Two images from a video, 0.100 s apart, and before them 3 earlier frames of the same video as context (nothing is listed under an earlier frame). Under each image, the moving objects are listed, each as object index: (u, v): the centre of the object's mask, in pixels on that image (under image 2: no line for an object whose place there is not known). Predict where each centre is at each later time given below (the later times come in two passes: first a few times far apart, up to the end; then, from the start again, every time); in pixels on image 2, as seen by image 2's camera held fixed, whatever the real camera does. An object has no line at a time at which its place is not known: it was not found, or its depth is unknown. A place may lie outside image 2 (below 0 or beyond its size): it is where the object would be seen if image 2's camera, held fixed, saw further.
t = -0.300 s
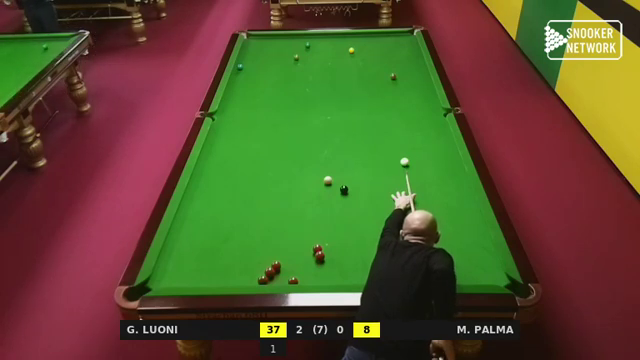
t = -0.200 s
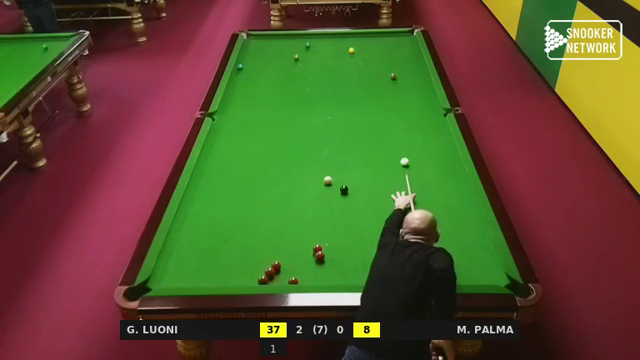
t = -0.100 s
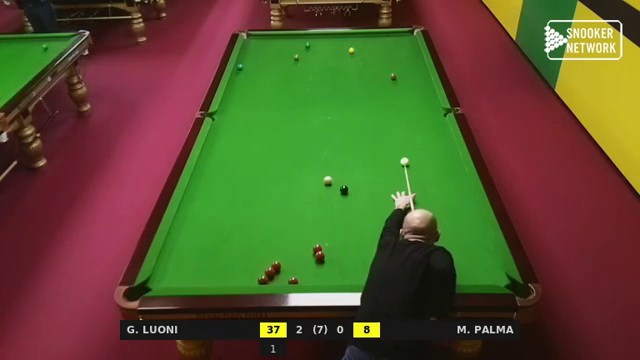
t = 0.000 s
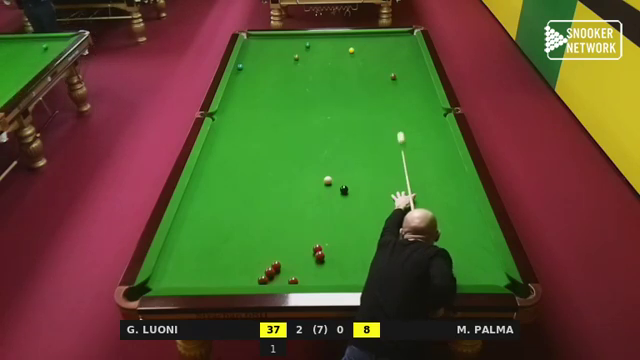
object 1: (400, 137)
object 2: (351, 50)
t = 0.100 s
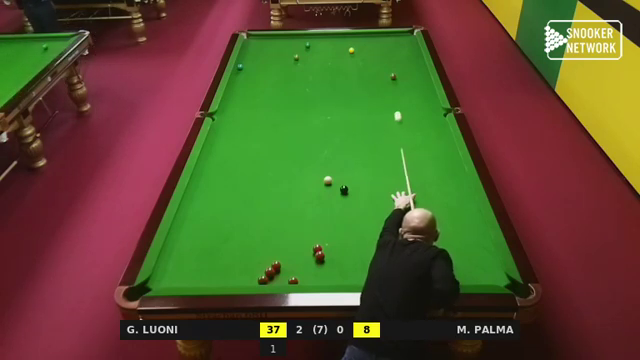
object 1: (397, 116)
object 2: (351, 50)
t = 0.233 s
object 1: (394, 93)
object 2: (351, 50)
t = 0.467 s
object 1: (387, 77)
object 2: (351, 50)
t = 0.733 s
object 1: (376, 70)
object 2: (351, 50)
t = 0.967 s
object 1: (369, 65)
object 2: (351, 50)
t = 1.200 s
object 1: (361, 60)
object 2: (351, 50)
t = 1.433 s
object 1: (355, 55)
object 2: (351, 50)
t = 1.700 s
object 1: (349, 52)
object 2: (351, 48)
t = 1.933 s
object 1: (344, 51)
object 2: (350, 46)
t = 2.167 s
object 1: (340, 51)
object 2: (350, 44)
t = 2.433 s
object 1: (336, 50)
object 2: (350, 42)
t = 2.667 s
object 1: (333, 50)
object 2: (350, 40)
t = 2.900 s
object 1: (330, 49)
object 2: (350, 39)
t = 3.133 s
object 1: (328, 49)
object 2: (349, 38)
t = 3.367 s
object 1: (328, 49)
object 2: (349, 37)
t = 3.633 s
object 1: (327, 49)
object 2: (349, 36)
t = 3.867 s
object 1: (327, 49)
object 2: (349, 36)
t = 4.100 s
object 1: (327, 49)
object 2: (349, 36)
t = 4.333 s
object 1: (327, 49)
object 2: (349, 36)
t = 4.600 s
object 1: (327, 49)
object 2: (349, 36)
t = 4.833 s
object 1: (327, 49)
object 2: (349, 36)
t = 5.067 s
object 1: (327, 49)
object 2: (349, 36)
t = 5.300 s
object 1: (327, 49)
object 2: (349, 36)
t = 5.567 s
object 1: (327, 49)
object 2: (349, 36)
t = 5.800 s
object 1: (327, 49)
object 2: (349, 36)
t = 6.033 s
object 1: (327, 49)
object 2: (349, 36)
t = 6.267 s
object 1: (327, 49)
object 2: (349, 36)
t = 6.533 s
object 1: (327, 49)
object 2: (349, 36)
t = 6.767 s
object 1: (327, 49)
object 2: (349, 36)
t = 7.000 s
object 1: (327, 49)
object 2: (349, 36)
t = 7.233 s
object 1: (327, 49)
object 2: (349, 36)
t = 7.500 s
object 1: (327, 49)
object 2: (349, 36)
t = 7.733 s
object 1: (327, 49)
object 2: (349, 36)
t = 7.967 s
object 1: (327, 49)
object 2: (349, 36)
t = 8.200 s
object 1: (327, 49)
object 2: (348, 36)
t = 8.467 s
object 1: (327, 49)
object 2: (349, 35)
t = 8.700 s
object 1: (327, 49)
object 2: (349, 35)
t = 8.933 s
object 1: (327, 49)
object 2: (349, 35)
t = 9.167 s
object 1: (327, 49)
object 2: (349, 35)
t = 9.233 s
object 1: (327, 49)
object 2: (349, 35)
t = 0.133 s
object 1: (397, 110)
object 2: (351, 50)
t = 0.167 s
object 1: (396, 104)
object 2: (351, 50)
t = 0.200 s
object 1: (395, 99)
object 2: (351, 50)
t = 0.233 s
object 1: (394, 93)
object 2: (351, 50)
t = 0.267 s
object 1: (393, 89)
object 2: (351, 50)
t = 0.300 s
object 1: (393, 84)
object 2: (351, 50)
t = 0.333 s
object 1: (392, 80)
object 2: (351, 50)
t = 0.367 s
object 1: (391, 78)
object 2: (351, 50)
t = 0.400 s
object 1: (390, 78)
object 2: (351, 50)
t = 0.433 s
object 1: (388, 78)
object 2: (351, 50)
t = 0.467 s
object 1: (387, 77)
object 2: (351, 50)
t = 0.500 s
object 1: (385, 76)
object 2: (351, 50)
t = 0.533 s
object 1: (384, 76)
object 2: (351, 49)
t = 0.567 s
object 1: (382, 75)
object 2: (351, 50)
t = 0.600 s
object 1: (381, 74)
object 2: (351, 49)
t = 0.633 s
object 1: (380, 73)
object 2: (351, 50)
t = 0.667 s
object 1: (379, 72)
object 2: (351, 50)
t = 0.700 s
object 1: (377, 71)
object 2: (351, 50)
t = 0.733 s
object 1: (376, 70)
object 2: (351, 50)
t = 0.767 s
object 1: (375, 70)
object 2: (351, 50)
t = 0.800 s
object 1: (374, 69)
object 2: (351, 49)
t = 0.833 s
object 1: (373, 68)
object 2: (351, 49)
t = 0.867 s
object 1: (372, 67)
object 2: (351, 50)
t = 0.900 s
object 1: (371, 66)
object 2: (351, 50)
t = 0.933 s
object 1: (370, 65)
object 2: (351, 50)
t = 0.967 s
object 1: (369, 65)
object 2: (351, 50)
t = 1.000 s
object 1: (368, 64)
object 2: (351, 50)
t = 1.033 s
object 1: (367, 63)
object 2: (351, 49)
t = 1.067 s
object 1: (365, 63)
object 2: (351, 50)
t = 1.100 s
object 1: (364, 62)
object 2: (351, 50)
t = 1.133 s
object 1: (363, 61)
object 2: (351, 50)
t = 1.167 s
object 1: (363, 60)
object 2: (351, 50)
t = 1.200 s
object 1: (361, 60)
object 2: (351, 50)
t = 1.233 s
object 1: (360, 59)
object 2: (351, 50)
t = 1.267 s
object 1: (360, 58)
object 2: (351, 50)
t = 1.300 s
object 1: (359, 57)
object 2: (351, 50)
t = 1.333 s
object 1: (358, 57)
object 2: (351, 50)
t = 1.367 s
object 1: (357, 56)
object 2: (351, 50)
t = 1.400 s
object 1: (356, 55)
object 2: (351, 50)
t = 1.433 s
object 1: (355, 55)
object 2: (351, 50)
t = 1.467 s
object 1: (354, 54)
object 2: (351, 49)
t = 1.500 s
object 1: (354, 54)
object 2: (351, 49)
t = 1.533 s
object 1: (353, 53)
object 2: (351, 49)
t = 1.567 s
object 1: (351, 51)
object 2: (351, 48)
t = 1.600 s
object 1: (351, 51)
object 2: (351, 47)
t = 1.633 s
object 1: (350, 51)
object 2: (351, 47)
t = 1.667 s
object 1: (350, 51)
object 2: (351, 47)
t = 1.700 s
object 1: (349, 52)
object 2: (351, 48)
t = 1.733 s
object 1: (348, 52)
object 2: (351, 47)
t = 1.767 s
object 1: (347, 51)
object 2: (351, 47)
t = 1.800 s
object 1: (346, 51)
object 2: (351, 47)
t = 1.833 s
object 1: (346, 51)
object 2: (351, 47)
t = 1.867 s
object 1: (345, 51)
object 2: (351, 46)
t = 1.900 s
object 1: (344, 51)
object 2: (350, 46)
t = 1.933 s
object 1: (344, 51)
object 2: (350, 46)
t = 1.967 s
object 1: (343, 51)
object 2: (350, 46)
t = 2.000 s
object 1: (342, 51)
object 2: (350, 45)
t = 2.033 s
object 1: (342, 51)
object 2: (351, 45)
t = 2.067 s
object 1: (341, 51)
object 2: (350, 45)
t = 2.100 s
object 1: (341, 51)
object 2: (350, 44)
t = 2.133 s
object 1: (340, 51)
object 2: (350, 44)
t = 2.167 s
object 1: (340, 51)
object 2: (350, 44)
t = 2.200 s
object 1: (339, 51)
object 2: (350, 44)
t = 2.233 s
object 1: (338, 50)
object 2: (350, 43)
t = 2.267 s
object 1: (338, 50)
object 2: (350, 43)
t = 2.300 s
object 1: (337, 50)
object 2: (350, 43)
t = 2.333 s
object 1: (337, 50)
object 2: (350, 43)
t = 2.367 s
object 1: (337, 50)
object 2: (350, 42)
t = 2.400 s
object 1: (336, 50)
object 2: (350, 42)
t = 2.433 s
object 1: (336, 50)
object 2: (350, 42)
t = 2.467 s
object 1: (335, 50)
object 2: (350, 42)
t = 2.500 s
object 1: (335, 50)
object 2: (350, 41)
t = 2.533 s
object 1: (334, 50)
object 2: (350, 41)
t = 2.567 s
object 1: (334, 50)
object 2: (350, 41)
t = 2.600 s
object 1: (333, 50)
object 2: (350, 41)
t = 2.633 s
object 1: (333, 50)
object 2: (350, 41)
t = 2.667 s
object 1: (333, 50)
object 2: (350, 40)
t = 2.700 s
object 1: (332, 50)
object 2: (350, 40)
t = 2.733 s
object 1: (332, 49)
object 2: (350, 40)
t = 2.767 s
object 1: (332, 50)
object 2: (350, 40)
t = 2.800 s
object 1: (331, 49)
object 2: (349, 40)
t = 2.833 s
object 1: (331, 49)
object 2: (350, 40)
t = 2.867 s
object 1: (331, 50)
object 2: (349, 39)
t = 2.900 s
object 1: (330, 49)
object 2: (350, 39)
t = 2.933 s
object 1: (330, 49)
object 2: (349, 39)
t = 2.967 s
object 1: (330, 49)
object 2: (349, 39)
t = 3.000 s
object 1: (329, 49)
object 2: (349, 39)
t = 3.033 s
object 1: (329, 49)
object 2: (349, 38)
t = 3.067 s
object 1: (329, 49)
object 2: (349, 38)
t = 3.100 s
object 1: (329, 49)
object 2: (349, 38)
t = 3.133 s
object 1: (328, 49)
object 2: (349, 38)
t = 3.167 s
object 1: (328, 49)
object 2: (349, 38)
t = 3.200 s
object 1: (328, 49)
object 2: (349, 38)
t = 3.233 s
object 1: (328, 49)
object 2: (349, 37)
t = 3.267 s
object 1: (328, 49)
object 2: (349, 37)
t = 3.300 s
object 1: (328, 49)
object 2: (349, 37)
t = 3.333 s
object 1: (328, 49)
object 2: (349, 37)
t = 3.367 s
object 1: (328, 49)
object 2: (349, 37)
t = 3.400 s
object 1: (328, 49)
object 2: (349, 37)
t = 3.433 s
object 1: (327, 49)
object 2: (349, 37)
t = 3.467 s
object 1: (327, 49)
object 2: (349, 37)
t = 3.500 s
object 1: (327, 49)
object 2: (349, 37)
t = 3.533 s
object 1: (327, 49)
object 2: (349, 37)
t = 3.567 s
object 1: (327, 49)
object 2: (349, 37)
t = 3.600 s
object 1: (327, 49)
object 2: (349, 36)
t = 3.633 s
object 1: (327, 49)
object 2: (349, 36)
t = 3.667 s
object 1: (327, 49)
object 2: (349, 36)
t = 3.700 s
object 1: (327, 49)
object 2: (349, 36)
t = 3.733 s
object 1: (327, 49)
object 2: (349, 36)
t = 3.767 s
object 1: (327, 49)
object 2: (349, 36)
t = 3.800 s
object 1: (327, 49)
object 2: (349, 36)
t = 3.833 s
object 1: (327, 49)
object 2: (349, 36)
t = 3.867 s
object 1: (327, 49)
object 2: (349, 36)
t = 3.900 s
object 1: (327, 49)
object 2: (349, 36)
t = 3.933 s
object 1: (327, 49)
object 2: (349, 36)
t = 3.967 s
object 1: (327, 49)
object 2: (349, 36)
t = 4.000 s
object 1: (327, 49)
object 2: (349, 36)
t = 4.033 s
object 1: (327, 49)
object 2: (349, 36)
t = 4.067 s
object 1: (327, 49)
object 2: (349, 36)
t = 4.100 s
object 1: (327, 49)
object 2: (349, 36)
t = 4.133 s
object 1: (327, 49)
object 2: (349, 36)
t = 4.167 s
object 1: (327, 49)
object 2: (349, 36)
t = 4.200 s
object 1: (327, 49)
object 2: (349, 36)
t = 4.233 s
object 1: (327, 49)
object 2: (349, 36)
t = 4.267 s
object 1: (327, 49)
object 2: (349, 36)
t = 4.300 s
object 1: (327, 49)
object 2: (349, 36)
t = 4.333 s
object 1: (327, 49)
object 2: (349, 36)
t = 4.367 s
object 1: (327, 49)
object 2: (349, 36)
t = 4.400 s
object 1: (327, 49)
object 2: (349, 36)
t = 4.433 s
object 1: (327, 49)
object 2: (349, 36)
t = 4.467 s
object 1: (327, 49)
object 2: (349, 36)
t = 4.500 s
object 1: (327, 49)
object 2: (349, 36)
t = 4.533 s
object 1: (327, 49)
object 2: (349, 36)
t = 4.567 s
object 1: (327, 49)
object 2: (349, 36)
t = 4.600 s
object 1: (327, 49)
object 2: (349, 36)
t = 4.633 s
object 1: (327, 49)
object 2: (349, 36)
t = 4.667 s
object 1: (327, 49)
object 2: (349, 36)
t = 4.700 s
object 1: (327, 49)
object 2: (349, 36)
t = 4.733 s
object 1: (327, 49)
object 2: (349, 36)
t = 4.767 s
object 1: (327, 49)
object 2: (349, 36)
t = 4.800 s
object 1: (327, 49)
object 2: (349, 36)
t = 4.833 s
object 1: (327, 49)
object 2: (349, 36)
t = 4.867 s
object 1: (327, 49)
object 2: (349, 36)
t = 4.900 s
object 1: (327, 49)
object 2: (349, 36)
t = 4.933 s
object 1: (327, 49)
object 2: (349, 36)
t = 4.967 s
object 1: (327, 49)
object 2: (349, 36)
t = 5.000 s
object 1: (327, 49)
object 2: (349, 36)
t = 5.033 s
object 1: (327, 49)
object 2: (349, 36)
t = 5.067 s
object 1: (327, 49)
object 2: (349, 36)
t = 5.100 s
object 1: (327, 49)
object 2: (349, 36)
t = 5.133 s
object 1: (327, 49)
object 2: (349, 36)
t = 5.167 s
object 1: (327, 49)
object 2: (349, 36)
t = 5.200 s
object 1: (327, 49)
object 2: (349, 36)
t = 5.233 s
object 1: (327, 49)
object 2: (349, 36)
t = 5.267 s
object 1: (327, 49)
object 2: (349, 36)
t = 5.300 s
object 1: (327, 49)
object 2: (349, 36)
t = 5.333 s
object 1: (327, 49)
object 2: (349, 36)
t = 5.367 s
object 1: (327, 49)
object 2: (349, 36)
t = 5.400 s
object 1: (327, 49)
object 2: (349, 36)
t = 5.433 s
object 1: (327, 49)
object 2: (349, 36)
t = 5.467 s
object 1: (327, 49)
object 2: (349, 36)
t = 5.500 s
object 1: (327, 49)
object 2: (349, 36)
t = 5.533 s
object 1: (327, 49)
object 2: (349, 36)
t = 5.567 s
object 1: (327, 49)
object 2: (349, 36)
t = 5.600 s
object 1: (327, 49)
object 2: (349, 36)
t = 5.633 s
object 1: (327, 49)
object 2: (349, 36)
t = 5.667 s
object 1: (327, 49)
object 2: (349, 36)
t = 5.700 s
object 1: (327, 49)
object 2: (349, 36)
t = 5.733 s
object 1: (327, 49)
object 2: (349, 36)
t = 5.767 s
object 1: (327, 49)
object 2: (349, 36)
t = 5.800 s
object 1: (327, 49)
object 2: (349, 36)
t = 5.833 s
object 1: (327, 49)
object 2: (349, 36)
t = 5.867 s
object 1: (327, 49)
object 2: (349, 36)
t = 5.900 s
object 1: (327, 49)
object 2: (349, 36)
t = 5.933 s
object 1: (327, 49)
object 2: (349, 36)
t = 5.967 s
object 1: (327, 49)
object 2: (349, 36)
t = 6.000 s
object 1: (327, 49)
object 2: (349, 36)
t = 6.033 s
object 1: (327, 49)
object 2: (349, 36)
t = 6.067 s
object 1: (327, 49)
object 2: (349, 36)
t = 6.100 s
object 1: (327, 49)
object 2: (349, 36)
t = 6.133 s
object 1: (327, 49)
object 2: (349, 36)
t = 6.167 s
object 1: (327, 49)
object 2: (349, 36)
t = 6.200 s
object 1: (327, 49)
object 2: (349, 36)
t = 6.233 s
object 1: (327, 49)
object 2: (349, 36)
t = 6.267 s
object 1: (327, 49)
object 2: (349, 36)
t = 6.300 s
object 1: (327, 49)
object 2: (349, 36)
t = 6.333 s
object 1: (327, 49)
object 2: (349, 36)
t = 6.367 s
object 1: (327, 49)
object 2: (349, 36)
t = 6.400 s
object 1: (327, 49)
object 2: (349, 36)
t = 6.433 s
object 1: (327, 49)
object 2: (349, 36)
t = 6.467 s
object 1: (327, 49)
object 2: (349, 36)
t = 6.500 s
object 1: (327, 49)
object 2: (349, 36)
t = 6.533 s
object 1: (327, 49)
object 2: (349, 36)
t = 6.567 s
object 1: (327, 49)
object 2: (349, 36)
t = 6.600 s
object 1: (327, 49)
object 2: (349, 36)
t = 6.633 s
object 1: (327, 49)
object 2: (349, 36)
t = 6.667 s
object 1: (327, 49)
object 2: (349, 36)
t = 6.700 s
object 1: (327, 49)
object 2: (349, 36)
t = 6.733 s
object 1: (327, 49)
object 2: (349, 36)
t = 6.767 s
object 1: (327, 49)
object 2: (349, 36)
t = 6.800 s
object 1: (327, 49)
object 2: (349, 36)
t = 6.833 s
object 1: (327, 49)
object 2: (349, 36)
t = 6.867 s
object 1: (327, 49)
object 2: (349, 36)
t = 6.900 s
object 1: (327, 49)
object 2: (349, 36)
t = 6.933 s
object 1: (327, 49)
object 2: (349, 36)
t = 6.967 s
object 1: (327, 49)
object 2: (349, 36)
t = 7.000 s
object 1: (327, 49)
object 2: (349, 36)
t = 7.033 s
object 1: (327, 49)
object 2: (349, 36)
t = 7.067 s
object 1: (327, 49)
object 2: (349, 36)
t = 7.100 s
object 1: (327, 49)
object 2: (349, 36)
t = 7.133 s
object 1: (327, 49)
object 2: (349, 36)
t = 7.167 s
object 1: (327, 49)
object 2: (349, 36)
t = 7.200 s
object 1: (327, 49)
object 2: (349, 36)
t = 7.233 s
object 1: (327, 49)
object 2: (349, 36)
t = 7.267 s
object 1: (327, 49)
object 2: (349, 36)
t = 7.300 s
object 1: (327, 49)
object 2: (349, 36)
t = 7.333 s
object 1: (327, 49)
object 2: (349, 36)
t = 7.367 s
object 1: (327, 49)
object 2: (349, 36)
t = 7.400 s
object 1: (327, 49)
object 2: (349, 36)
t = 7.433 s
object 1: (327, 49)
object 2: (349, 36)
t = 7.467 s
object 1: (327, 49)
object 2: (349, 36)
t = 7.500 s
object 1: (327, 49)
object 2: (349, 36)
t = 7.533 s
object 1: (327, 49)
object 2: (349, 36)
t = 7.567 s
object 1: (327, 49)
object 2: (349, 36)
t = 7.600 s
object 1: (327, 49)
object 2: (349, 36)
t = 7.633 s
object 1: (327, 49)
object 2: (349, 36)
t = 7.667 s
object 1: (327, 49)
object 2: (349, 36)
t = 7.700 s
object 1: (327, 49)
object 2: (349, 36)
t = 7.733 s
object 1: (327, 49)
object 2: (349, 36)
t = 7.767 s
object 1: (327, 49)
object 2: (349, 36)
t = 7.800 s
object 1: (327, 49)
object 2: (349, 36)
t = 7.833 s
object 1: (327, 49)
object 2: (349, 36)
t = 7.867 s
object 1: (327, 49)
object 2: (349, 36)
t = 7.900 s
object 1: (327, 49)
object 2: (349, 36)
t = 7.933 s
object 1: (327, 49)
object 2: (349, 36)
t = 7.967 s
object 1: (327, 49)
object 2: (349, 36)
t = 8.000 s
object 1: (327, 49)
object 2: (349, 36)
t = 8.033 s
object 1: (327, 49)
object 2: (348, 36)
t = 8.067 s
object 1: (327, 49)
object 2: (348, 36)
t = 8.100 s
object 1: (327, 49)
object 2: (348, 36)
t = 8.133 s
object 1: (327, 49)
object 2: (348, 36)
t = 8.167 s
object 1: (327, 49)
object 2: (348, 36)
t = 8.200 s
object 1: (327, 49)
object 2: (348, 36)
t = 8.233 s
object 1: (327, 49)
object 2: (348, 36)
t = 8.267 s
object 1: (327, 49)
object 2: (348, 36)
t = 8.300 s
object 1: (327, 49)
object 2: (348, 36)
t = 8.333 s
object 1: (327, 49)
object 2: (348, 36)
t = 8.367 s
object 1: (327, 49)
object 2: (349, 35)
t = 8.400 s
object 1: (327, 49)
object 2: (349, 35)
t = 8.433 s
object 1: (327, 49)
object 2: (349, 35)
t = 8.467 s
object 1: (327, 49)
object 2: (349, 35)
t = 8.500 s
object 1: (327, 49)
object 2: (349, 35)
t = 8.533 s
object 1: (327, 49)
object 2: (349, 35)
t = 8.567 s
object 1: (327, 49)
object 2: (349, 35)
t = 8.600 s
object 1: (327, 49)
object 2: (349, 35)
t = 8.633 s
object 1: (327, 49)
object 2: (349, 35)
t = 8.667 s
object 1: (327, 49)
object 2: (349, 35)
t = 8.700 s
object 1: (327, 49)
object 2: (349, 35)
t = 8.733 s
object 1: (327, 49)
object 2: (349, 35)
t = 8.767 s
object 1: (327, 49)
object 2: (349, 35)
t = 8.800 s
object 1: (327, 49)
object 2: (349, 35)
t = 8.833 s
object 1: (327, 49)
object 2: (349, 35)
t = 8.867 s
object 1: (327, 49)
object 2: (349, 35)
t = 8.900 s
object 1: (327, 49)
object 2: (349, 35)
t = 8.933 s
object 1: (327, 49)
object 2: (349, 35)
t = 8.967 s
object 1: (327, 49)
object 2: (349, 35)
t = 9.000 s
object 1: (327, 49)
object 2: (349, 35)
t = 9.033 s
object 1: (327, 49)
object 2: (349, 35)
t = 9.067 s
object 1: (327, 49)
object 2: (349, 35)
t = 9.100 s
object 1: (327, 49)
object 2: (349, 35)
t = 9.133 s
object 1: (327, 49)
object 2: (348, 35)
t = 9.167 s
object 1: (327, 49)
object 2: (349, 35)
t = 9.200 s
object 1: (327, 49)
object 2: (349, 35)
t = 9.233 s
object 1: (327, 49)
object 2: (349, 35)
